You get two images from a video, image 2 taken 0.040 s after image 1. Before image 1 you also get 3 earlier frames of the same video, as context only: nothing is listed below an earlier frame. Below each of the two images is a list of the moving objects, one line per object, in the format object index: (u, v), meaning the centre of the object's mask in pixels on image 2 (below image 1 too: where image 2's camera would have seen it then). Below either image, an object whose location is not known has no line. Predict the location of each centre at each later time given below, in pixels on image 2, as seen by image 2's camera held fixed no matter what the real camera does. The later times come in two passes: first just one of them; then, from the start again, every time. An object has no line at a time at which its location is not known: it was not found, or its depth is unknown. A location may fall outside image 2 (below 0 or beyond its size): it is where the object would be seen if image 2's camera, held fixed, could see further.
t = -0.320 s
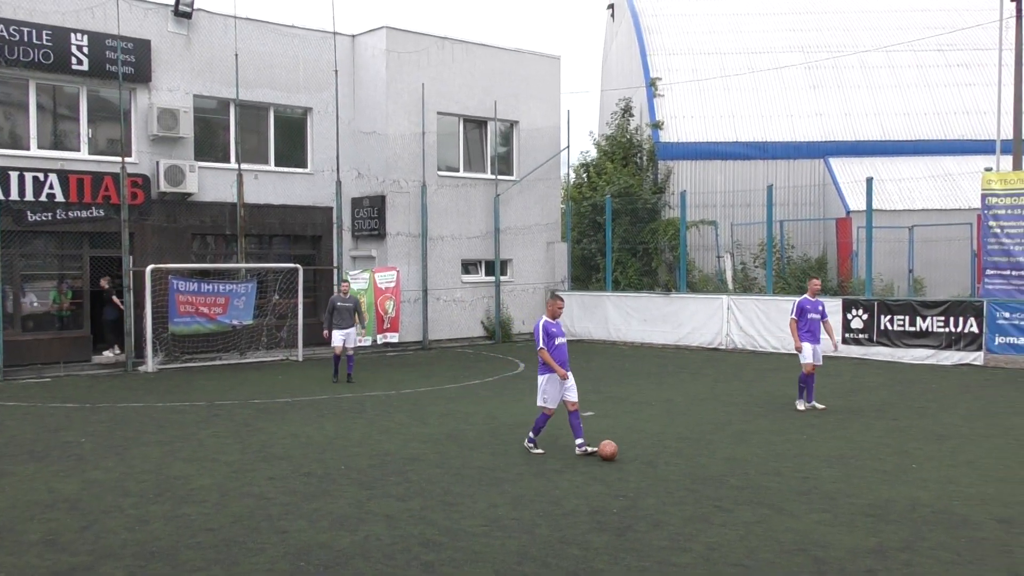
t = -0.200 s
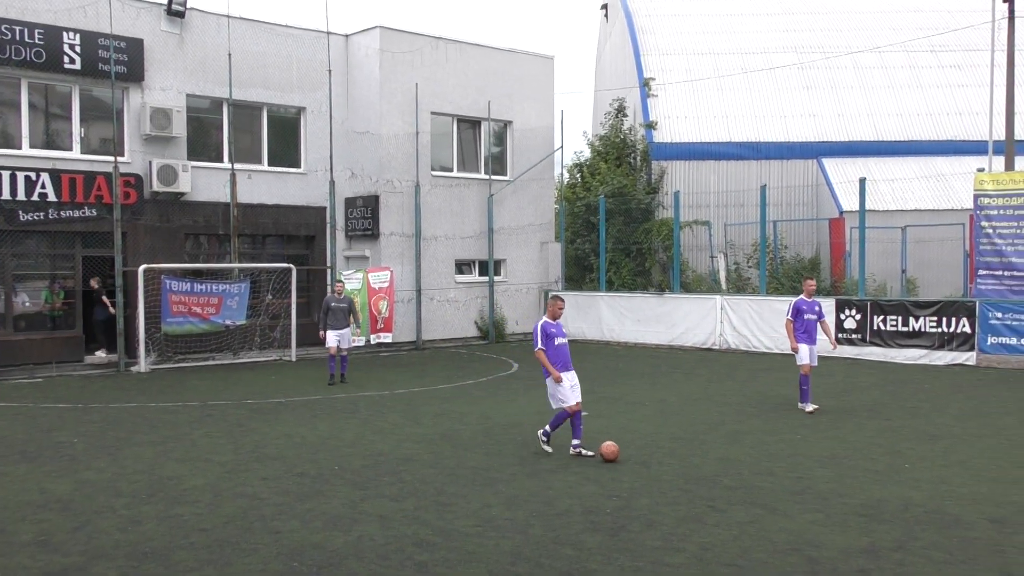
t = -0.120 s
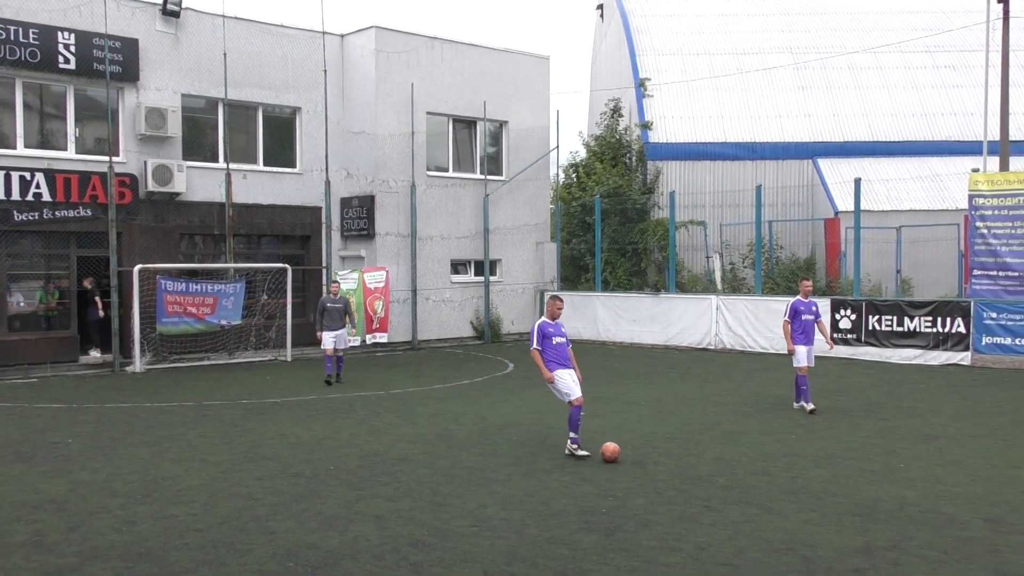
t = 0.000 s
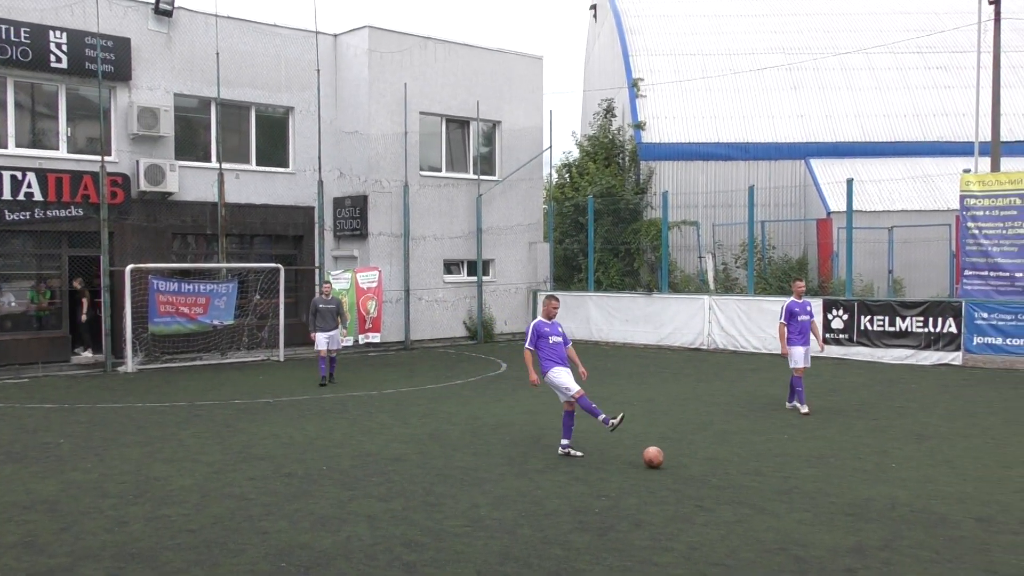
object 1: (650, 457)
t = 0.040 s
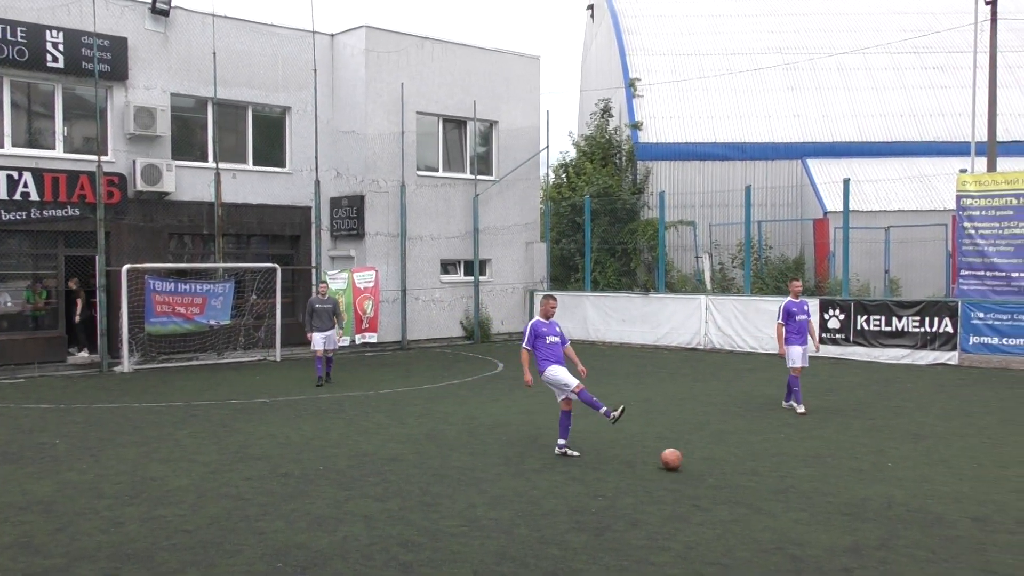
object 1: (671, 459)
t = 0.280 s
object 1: (796, 471)
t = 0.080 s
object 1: (692, 462)
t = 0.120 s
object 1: (711, 463)
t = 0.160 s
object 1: (732, 464)
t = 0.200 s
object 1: (754, 468)
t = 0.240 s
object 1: (775, 470)
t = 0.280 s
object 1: (796, 471)
